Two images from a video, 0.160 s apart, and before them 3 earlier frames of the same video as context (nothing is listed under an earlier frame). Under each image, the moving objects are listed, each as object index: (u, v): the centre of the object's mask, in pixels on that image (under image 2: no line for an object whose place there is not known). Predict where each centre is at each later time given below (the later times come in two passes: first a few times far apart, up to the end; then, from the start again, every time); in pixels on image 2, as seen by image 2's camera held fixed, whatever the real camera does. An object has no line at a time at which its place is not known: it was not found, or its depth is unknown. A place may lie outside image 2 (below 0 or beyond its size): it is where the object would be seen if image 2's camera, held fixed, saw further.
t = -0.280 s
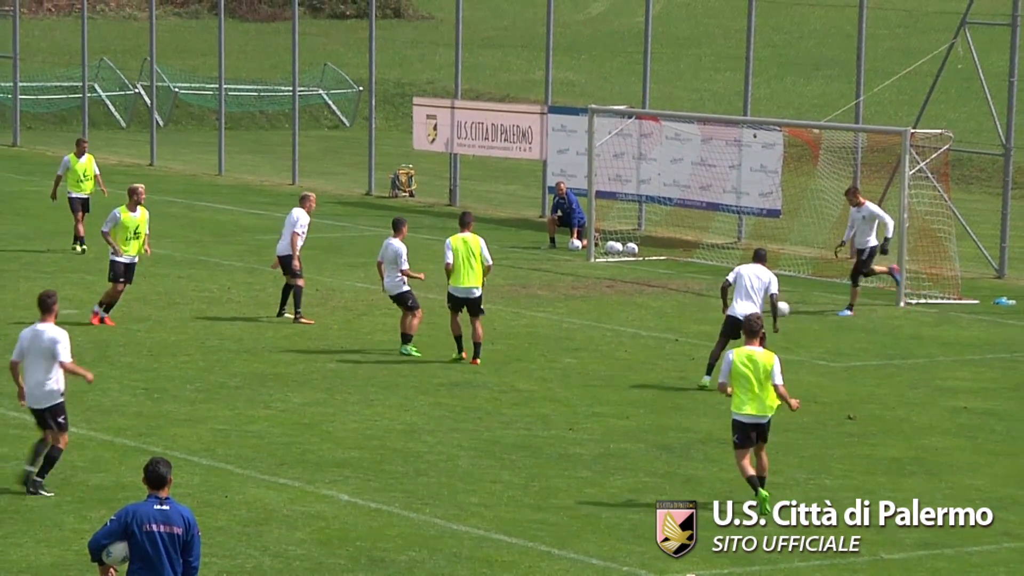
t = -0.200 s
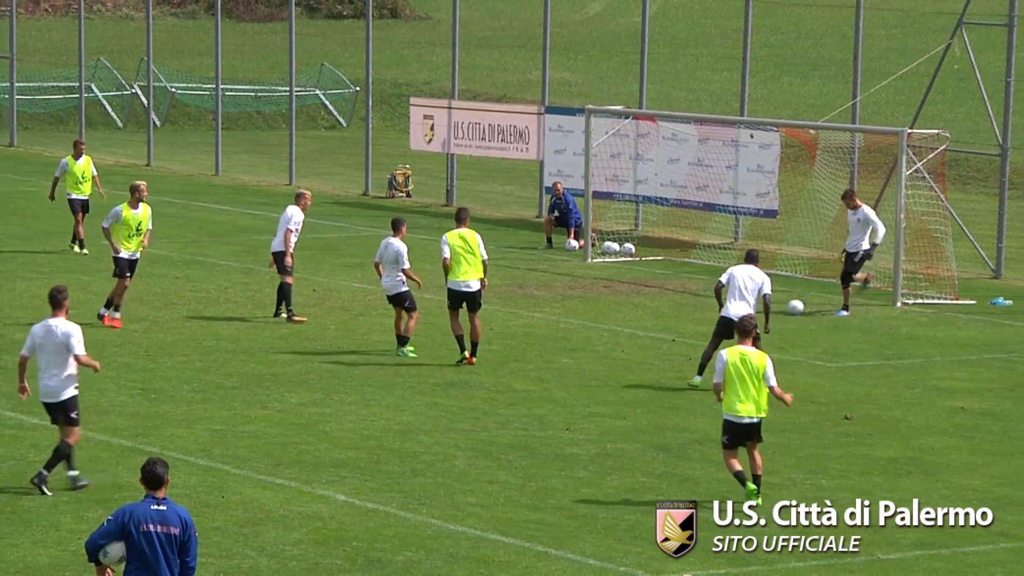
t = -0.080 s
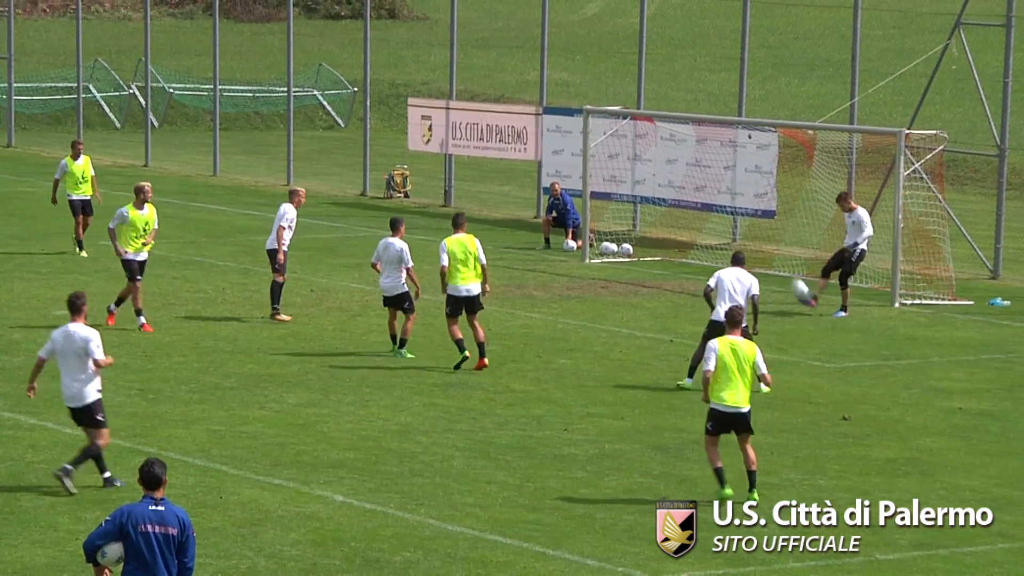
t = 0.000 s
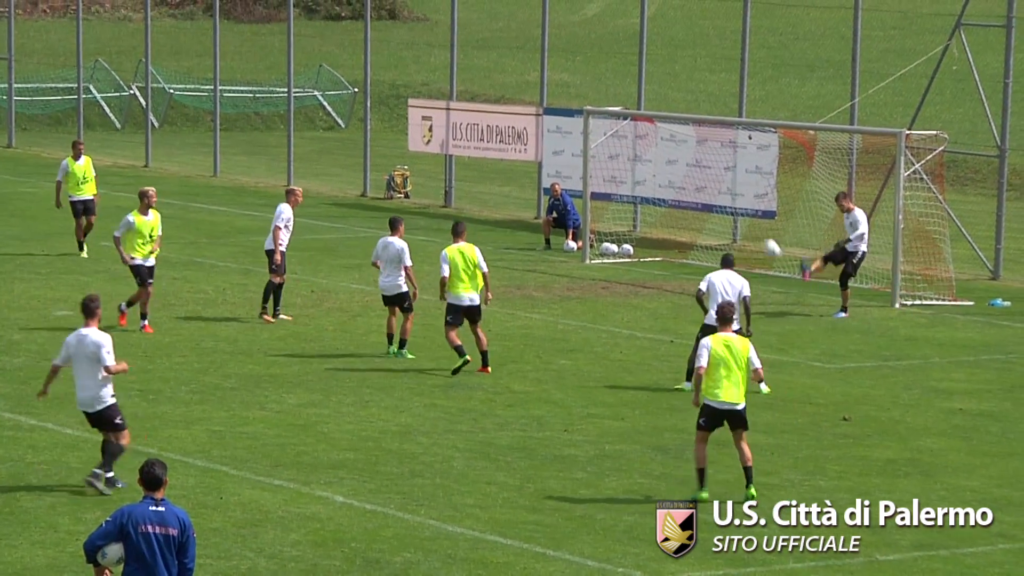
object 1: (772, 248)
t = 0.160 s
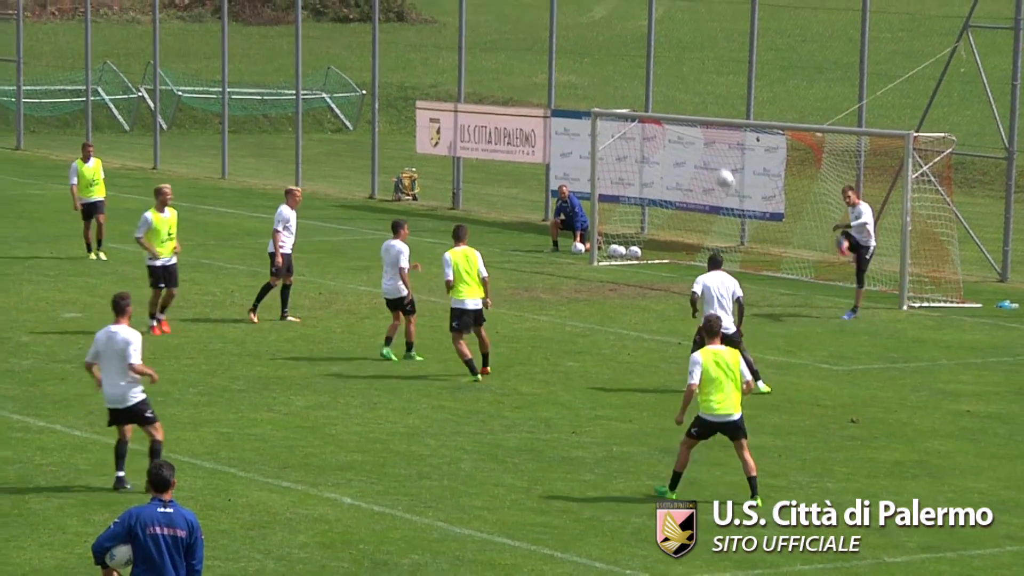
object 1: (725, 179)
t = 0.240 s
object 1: (701, 148)
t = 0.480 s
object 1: (635, 77)
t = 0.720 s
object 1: (583, 44)
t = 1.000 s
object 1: (536, 61)
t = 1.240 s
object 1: (505, 131)
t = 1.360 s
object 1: (494, 184)
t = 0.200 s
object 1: (713, 164)
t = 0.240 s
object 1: (701, 148)
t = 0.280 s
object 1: (689, 135)
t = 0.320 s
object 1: (678, 121)
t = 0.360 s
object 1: (667, 107)
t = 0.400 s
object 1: (656, 96)
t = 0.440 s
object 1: (646, 86)
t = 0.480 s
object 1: (635, 77)
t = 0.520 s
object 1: (626, 68)
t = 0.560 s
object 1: (616, 61)
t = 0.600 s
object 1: (608, 55)
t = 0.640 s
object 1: (599, 49)
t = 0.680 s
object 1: (591, 46)
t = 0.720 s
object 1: (583, 44)
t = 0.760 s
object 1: (575, 42)
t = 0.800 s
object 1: (568, 42)
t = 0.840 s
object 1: (561, 43)
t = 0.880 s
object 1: (554, 45)
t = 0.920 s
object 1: (548, 49)
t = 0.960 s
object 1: (541, 54)
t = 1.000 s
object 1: (536, 61)
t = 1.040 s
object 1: (530, 69)
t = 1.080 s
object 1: (525, 78)
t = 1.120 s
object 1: (520, 88)
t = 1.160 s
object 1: (515, 101)
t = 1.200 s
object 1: (509, 114)
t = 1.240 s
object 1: (505, 131)
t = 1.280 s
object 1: (501, 147)
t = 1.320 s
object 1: (498, 164)
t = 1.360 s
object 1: (494, 184)
